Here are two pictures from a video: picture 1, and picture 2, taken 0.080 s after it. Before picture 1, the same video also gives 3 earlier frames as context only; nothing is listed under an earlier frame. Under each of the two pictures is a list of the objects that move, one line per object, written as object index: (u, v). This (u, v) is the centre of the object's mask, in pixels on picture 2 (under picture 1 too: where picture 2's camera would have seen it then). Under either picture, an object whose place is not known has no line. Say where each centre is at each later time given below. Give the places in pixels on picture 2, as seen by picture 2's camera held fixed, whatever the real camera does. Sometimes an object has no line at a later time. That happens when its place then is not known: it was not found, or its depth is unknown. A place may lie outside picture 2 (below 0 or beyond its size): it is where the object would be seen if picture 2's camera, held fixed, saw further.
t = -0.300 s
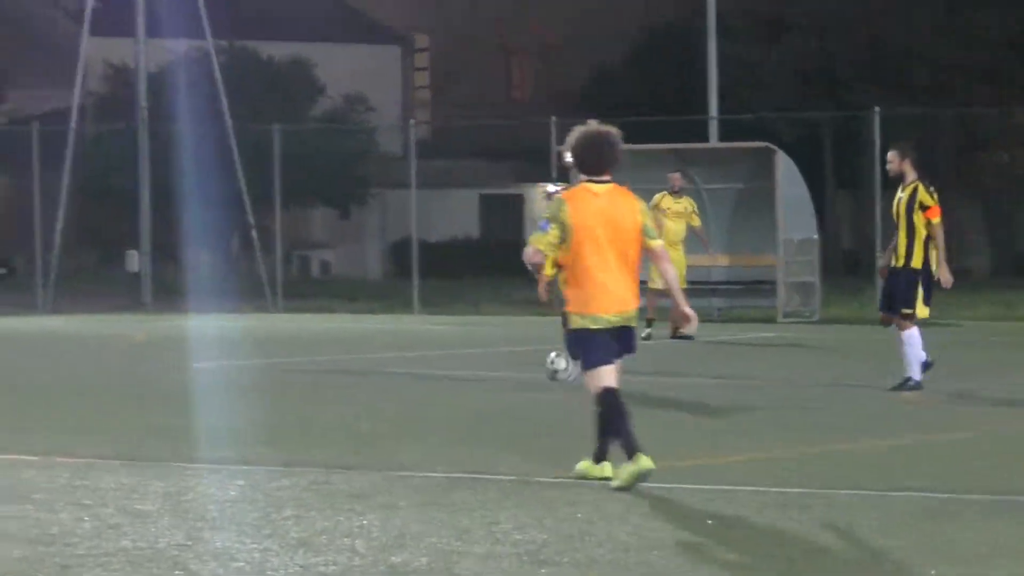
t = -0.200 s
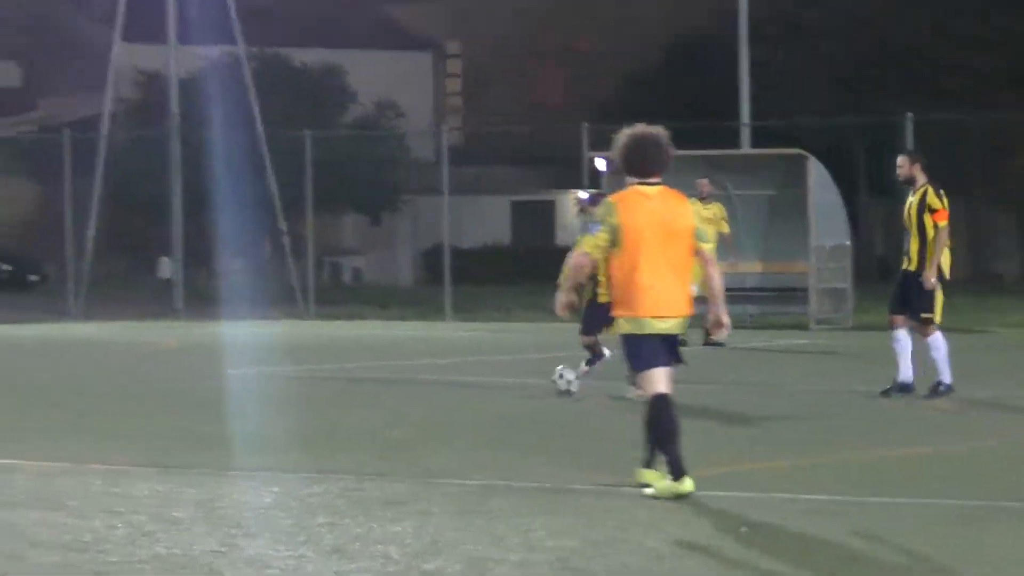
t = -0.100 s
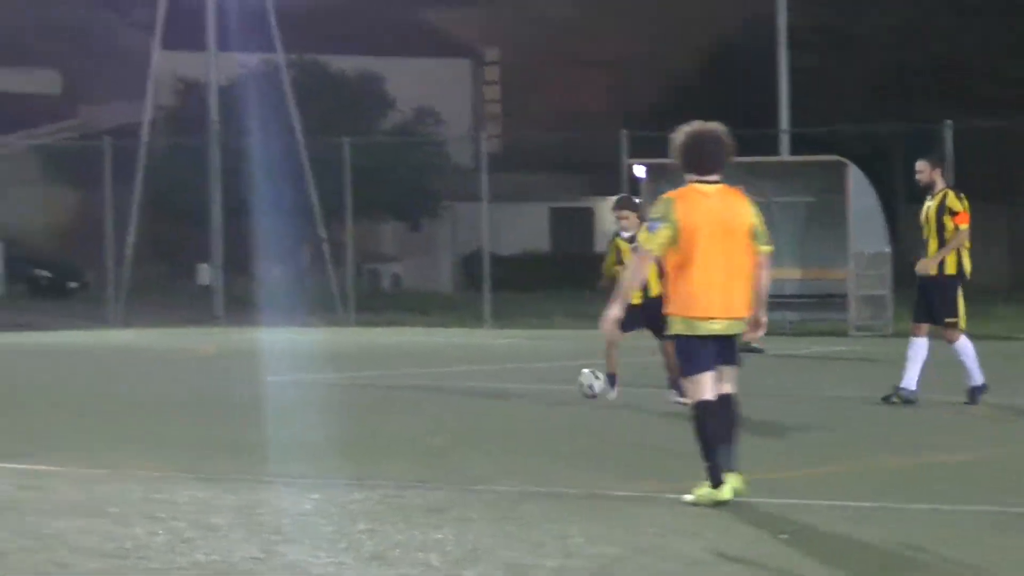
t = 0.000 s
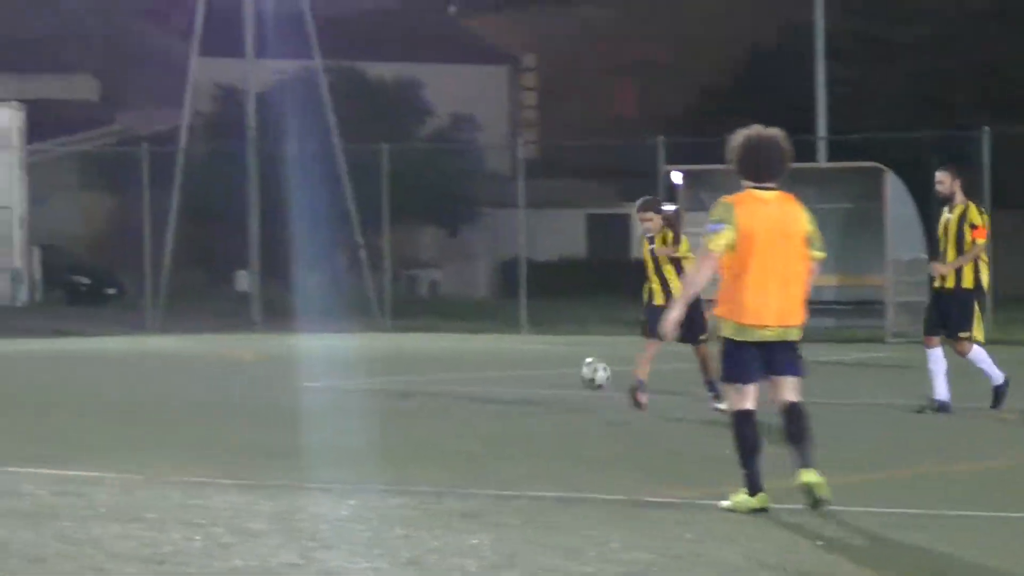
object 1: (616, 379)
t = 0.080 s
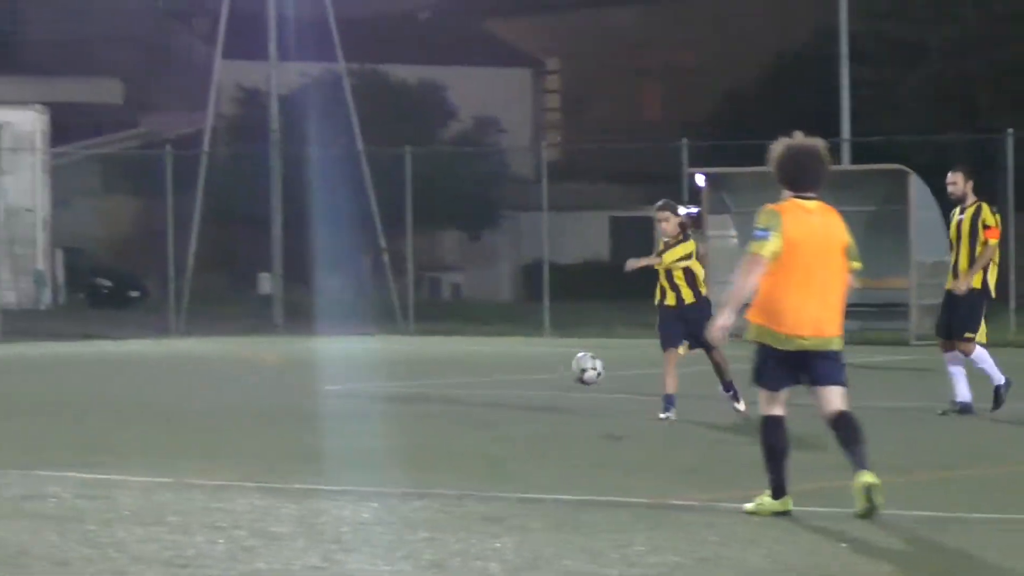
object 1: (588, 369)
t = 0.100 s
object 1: (580, 371)
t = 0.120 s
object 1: (571, 369)
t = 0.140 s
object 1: (564, 369)
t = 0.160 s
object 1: (556, 370)
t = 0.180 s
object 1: (549, 373)
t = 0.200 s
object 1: (542, 373)
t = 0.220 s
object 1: (534, 375)
